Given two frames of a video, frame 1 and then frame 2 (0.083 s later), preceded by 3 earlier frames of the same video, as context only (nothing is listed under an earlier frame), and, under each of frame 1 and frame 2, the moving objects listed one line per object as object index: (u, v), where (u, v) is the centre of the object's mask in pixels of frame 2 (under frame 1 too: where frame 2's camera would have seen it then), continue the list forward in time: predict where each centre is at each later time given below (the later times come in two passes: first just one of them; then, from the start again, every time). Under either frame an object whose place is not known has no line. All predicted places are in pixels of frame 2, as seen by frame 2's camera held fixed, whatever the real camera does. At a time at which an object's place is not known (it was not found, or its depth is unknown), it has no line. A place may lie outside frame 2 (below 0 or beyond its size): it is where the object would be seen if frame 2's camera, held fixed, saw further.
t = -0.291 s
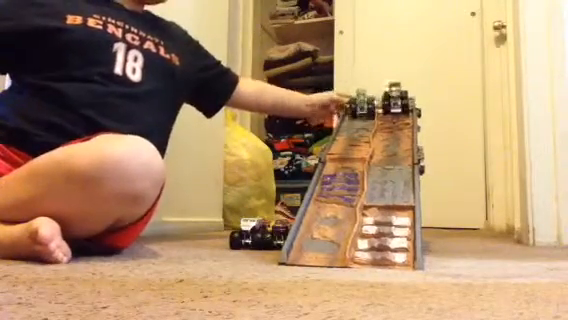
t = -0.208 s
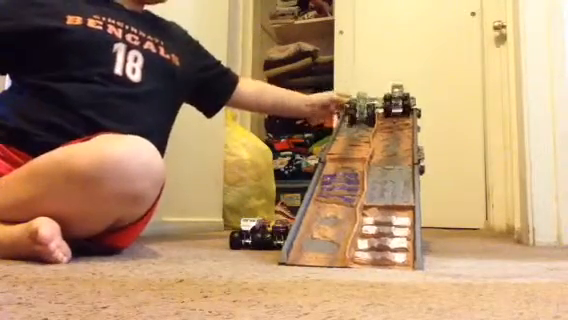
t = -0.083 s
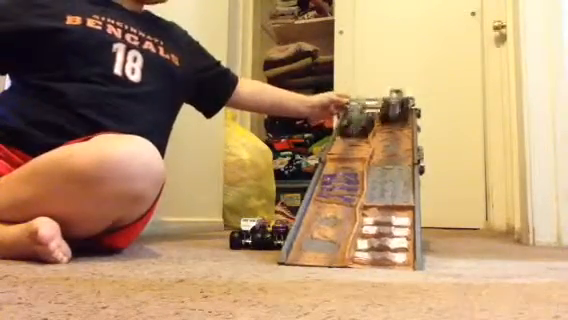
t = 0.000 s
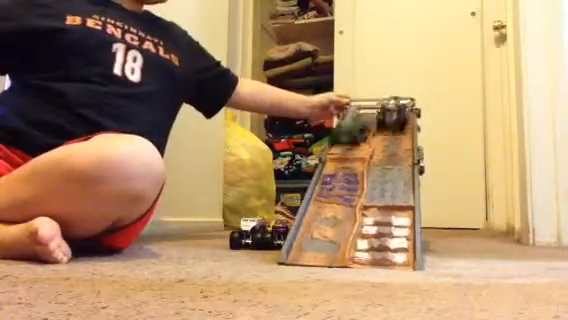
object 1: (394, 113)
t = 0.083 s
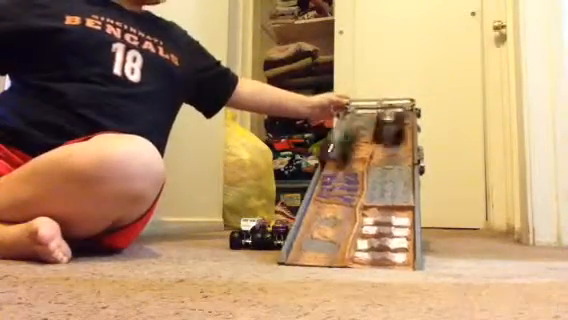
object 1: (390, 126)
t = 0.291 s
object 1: (397, 169)
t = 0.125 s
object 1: (389, 131)
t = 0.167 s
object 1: (390, 138)
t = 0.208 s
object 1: (392, 149)
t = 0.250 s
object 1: (395, 157)
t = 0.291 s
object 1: (397, 169)
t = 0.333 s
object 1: (399, 178)
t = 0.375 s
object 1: (406, 192)
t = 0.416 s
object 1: (424, 219)
